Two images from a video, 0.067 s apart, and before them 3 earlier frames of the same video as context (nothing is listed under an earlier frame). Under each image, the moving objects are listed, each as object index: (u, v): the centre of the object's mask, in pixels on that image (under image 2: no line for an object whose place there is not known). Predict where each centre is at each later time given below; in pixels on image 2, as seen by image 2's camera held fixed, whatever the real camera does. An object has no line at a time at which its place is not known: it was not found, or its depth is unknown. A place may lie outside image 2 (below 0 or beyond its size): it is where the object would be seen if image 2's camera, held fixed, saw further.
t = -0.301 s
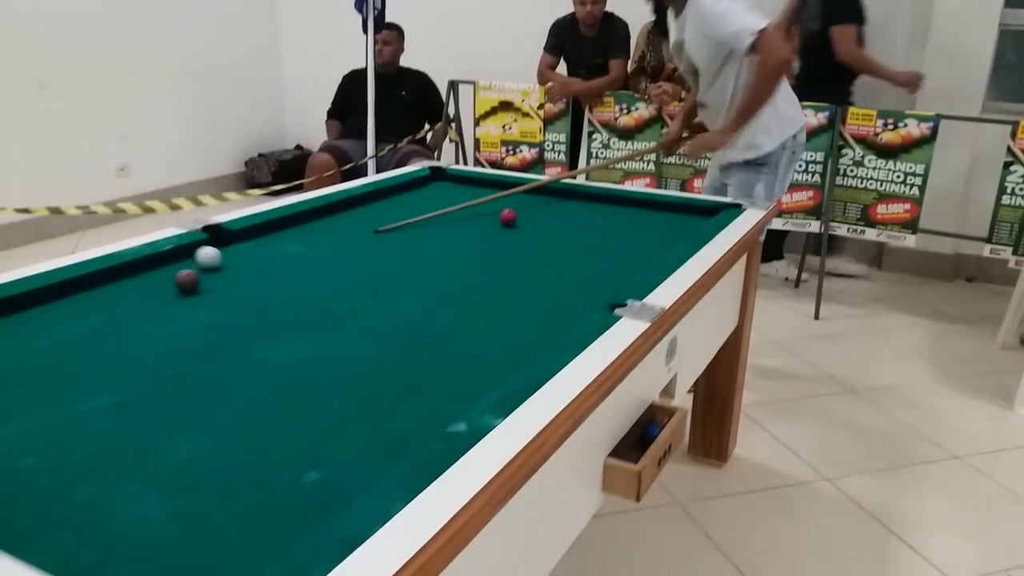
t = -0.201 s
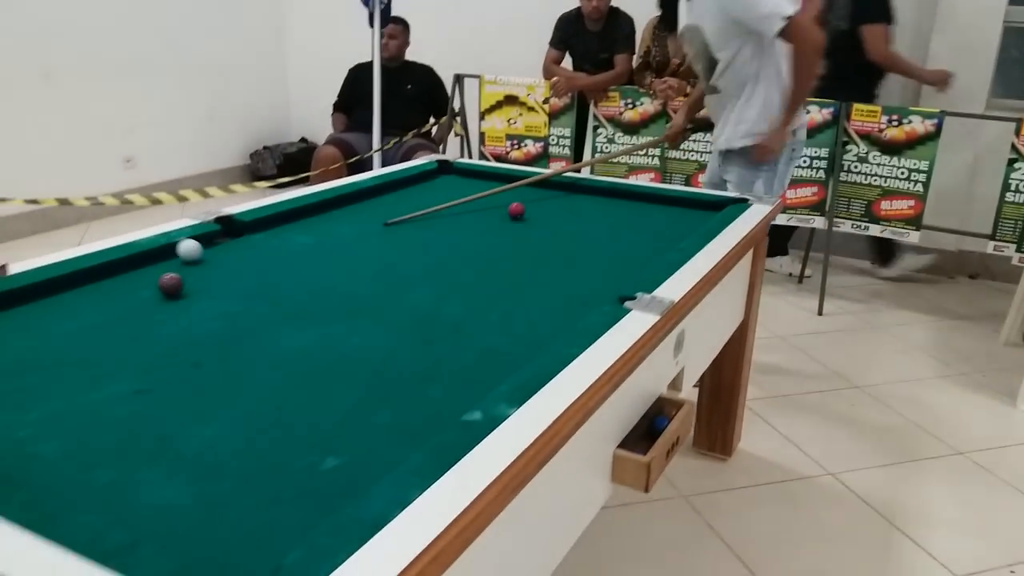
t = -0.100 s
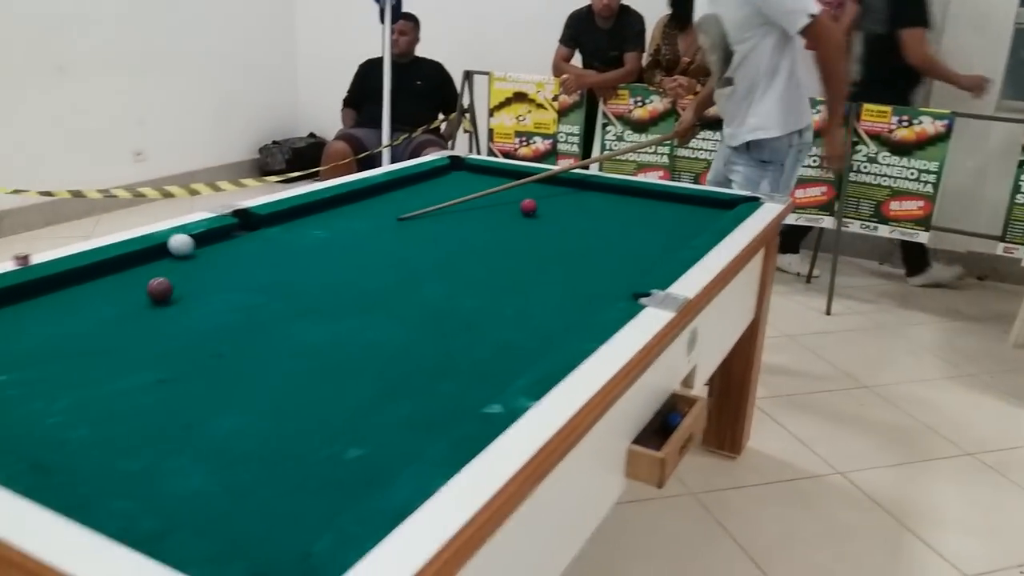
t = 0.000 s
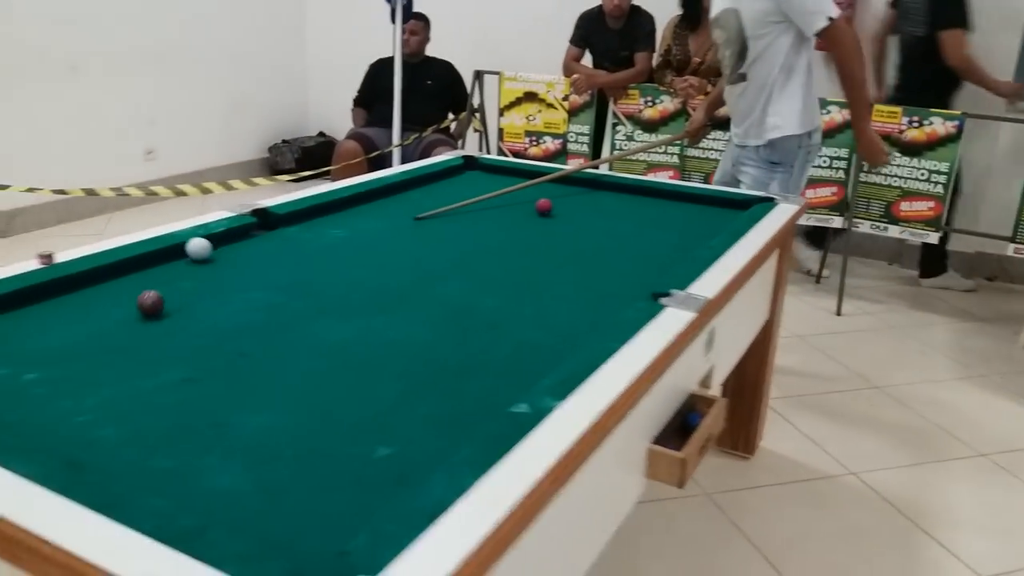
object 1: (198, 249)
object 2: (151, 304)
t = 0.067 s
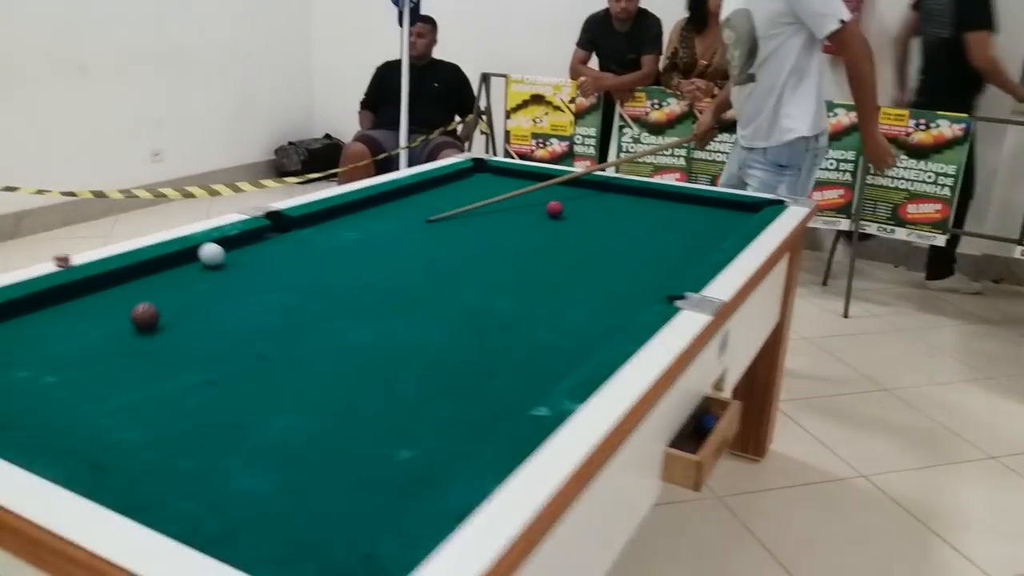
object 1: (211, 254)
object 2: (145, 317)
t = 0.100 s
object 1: (210, 256)
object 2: (134, 323)
